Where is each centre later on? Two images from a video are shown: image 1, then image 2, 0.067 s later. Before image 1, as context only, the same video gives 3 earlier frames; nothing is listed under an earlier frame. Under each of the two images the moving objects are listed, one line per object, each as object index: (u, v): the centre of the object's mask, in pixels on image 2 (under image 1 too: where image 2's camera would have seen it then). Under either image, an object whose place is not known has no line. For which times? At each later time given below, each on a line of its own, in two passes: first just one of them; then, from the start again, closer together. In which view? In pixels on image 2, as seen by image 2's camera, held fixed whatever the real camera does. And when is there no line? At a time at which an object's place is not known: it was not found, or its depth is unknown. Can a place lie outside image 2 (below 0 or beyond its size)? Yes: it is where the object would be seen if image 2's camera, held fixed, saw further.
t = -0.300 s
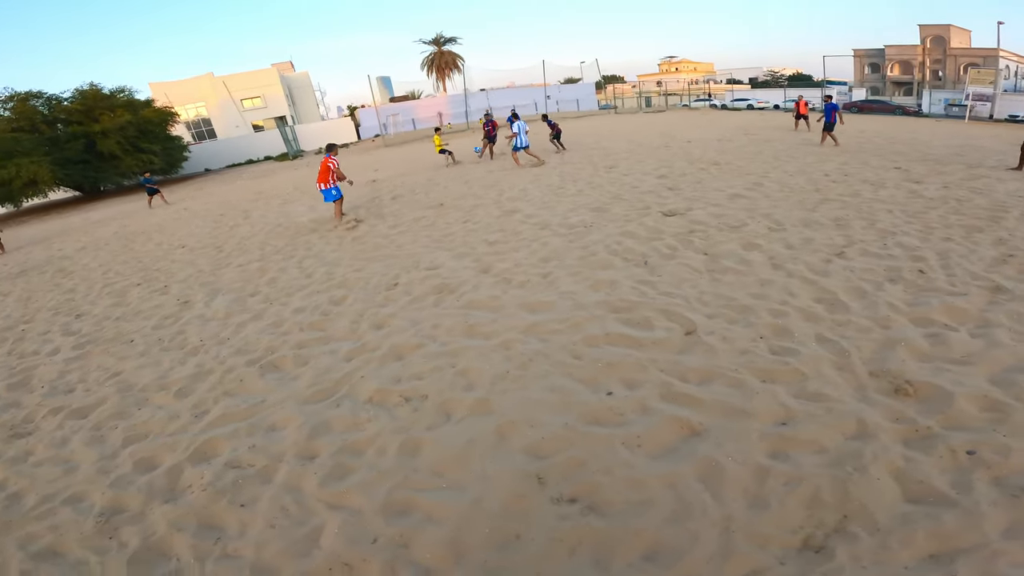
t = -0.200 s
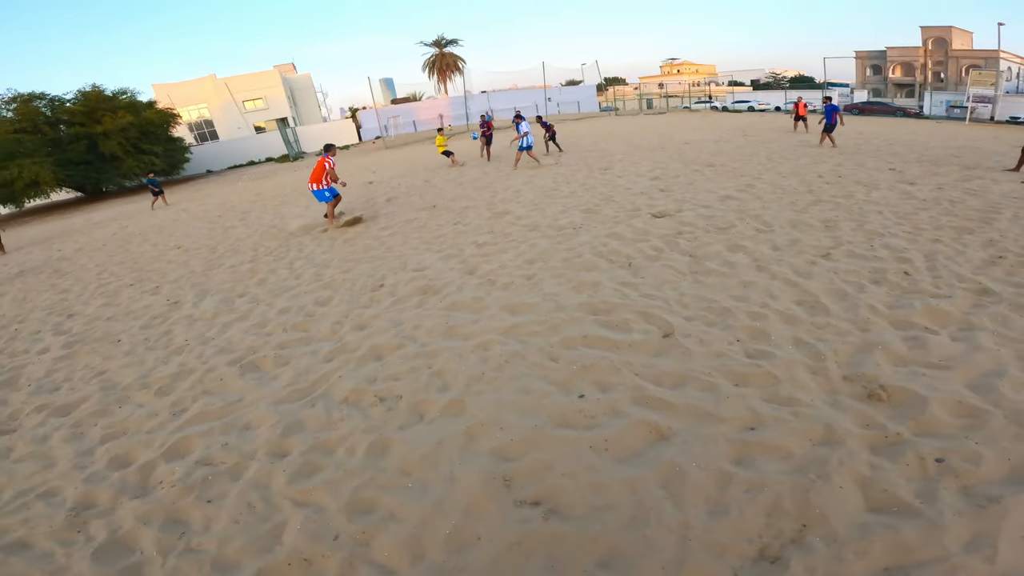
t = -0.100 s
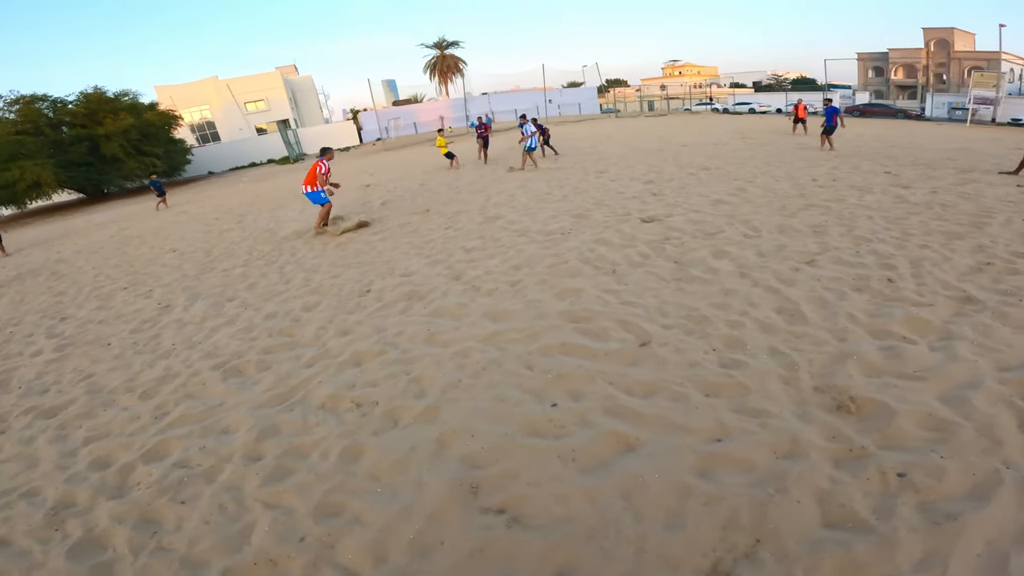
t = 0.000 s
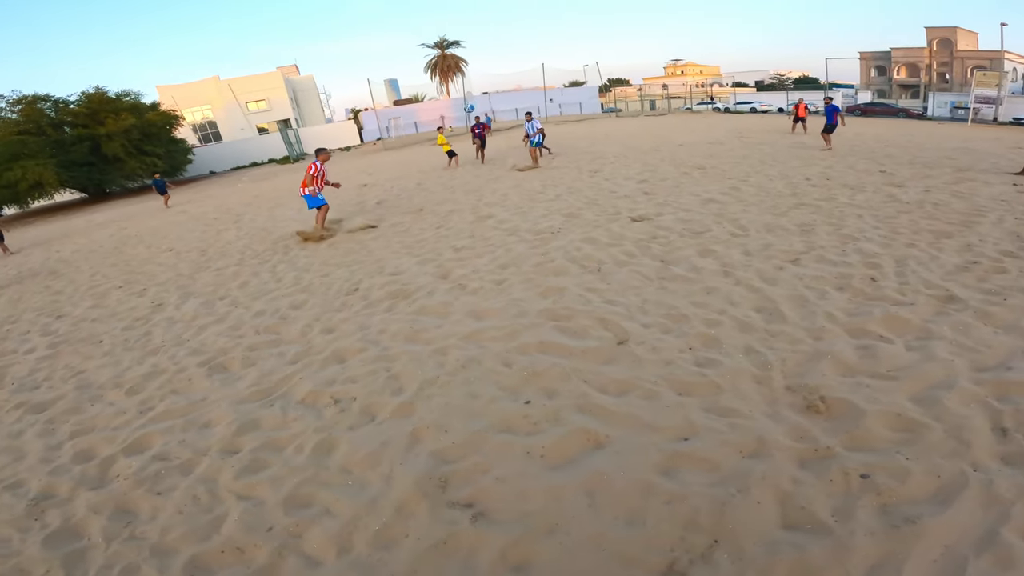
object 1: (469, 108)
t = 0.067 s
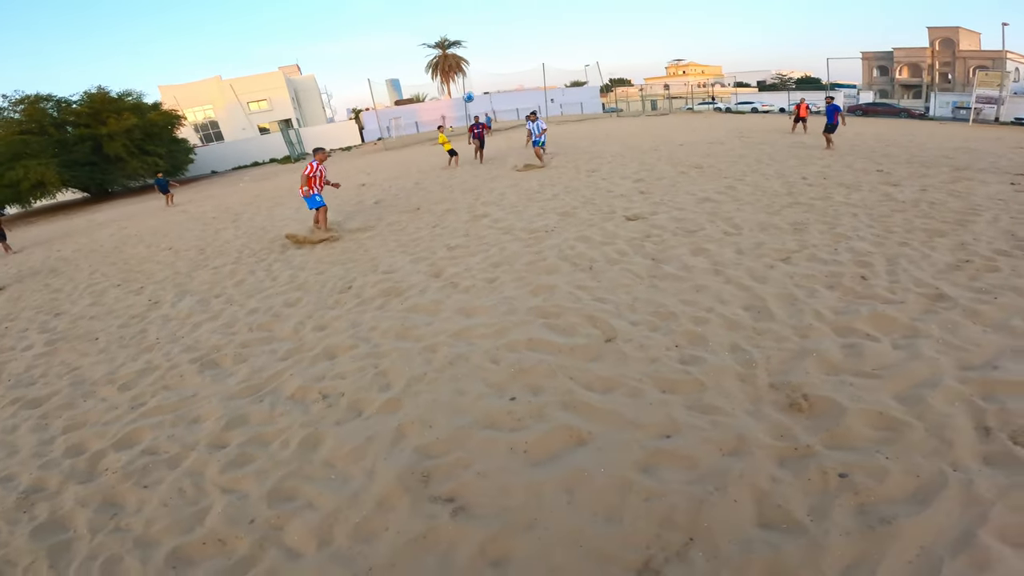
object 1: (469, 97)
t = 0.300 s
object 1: (464, 64)
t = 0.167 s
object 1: (466, 83)
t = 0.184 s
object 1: (466, 81)
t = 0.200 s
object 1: (466, 79)
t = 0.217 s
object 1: (466, 76)
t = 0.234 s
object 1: (465, 74)
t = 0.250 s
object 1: (465, 72)
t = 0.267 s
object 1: (464, 69)
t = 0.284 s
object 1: (464, 67)
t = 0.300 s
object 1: (464, 64)
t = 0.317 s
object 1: (463, 62)
